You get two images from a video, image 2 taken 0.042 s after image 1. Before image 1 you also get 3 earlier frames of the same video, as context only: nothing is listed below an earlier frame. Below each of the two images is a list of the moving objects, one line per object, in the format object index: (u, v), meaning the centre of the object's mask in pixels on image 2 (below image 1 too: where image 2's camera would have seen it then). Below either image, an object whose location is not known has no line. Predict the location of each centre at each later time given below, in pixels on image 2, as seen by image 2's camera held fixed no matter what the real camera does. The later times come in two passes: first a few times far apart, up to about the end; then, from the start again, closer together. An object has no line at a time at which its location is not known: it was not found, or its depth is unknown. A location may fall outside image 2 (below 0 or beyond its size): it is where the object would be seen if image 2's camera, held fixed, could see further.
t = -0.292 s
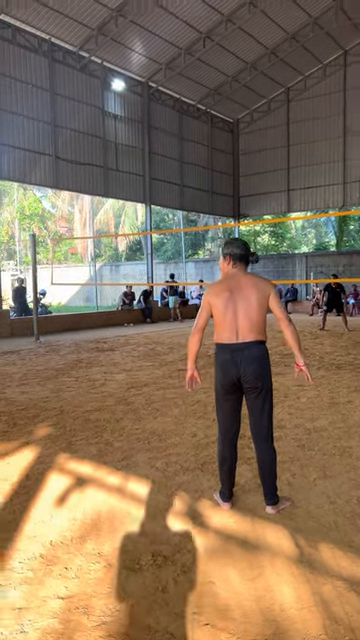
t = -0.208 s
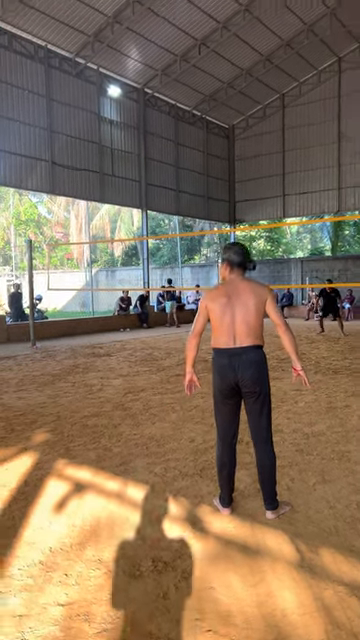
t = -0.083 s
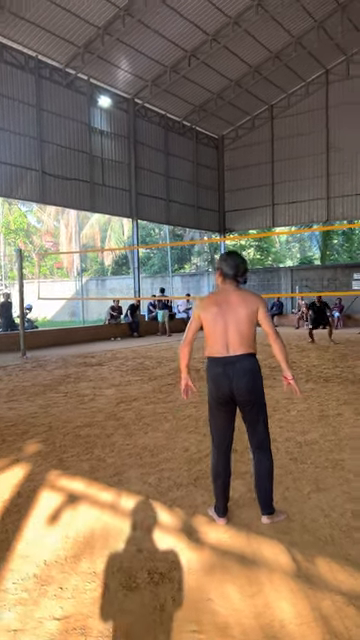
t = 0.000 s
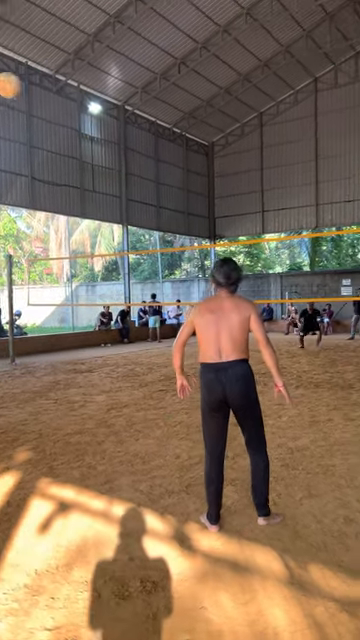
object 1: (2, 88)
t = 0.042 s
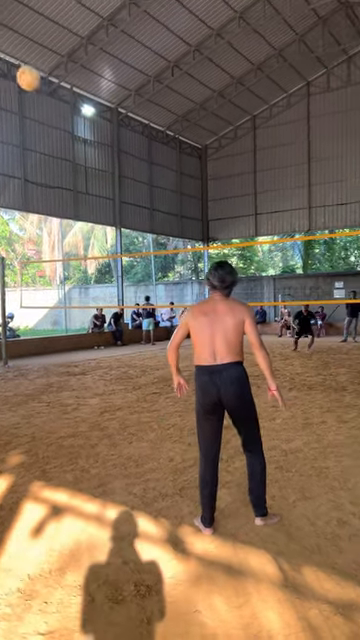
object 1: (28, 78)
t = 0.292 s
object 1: (153, 66)
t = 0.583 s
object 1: (246, 113)
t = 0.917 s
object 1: (314, 208)
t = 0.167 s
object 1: (97, 63)
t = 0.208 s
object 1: (117, 62)
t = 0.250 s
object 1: (136, 63)
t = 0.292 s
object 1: (153, 66)
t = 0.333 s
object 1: (169, 69)
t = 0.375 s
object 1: (184, 74)
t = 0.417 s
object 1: (198, 80)
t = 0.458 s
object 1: (211, 87)
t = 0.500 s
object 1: (223, 95)
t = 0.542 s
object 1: (235, 104)
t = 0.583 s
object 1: (246, 113)
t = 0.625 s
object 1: (256, 123)
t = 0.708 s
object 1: (275, 145)
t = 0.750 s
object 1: (284, 156)
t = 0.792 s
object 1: (292, 169)
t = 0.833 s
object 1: (300, 182)
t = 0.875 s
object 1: (308, 195)
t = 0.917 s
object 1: (314, 208)
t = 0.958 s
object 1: (320, 223)
